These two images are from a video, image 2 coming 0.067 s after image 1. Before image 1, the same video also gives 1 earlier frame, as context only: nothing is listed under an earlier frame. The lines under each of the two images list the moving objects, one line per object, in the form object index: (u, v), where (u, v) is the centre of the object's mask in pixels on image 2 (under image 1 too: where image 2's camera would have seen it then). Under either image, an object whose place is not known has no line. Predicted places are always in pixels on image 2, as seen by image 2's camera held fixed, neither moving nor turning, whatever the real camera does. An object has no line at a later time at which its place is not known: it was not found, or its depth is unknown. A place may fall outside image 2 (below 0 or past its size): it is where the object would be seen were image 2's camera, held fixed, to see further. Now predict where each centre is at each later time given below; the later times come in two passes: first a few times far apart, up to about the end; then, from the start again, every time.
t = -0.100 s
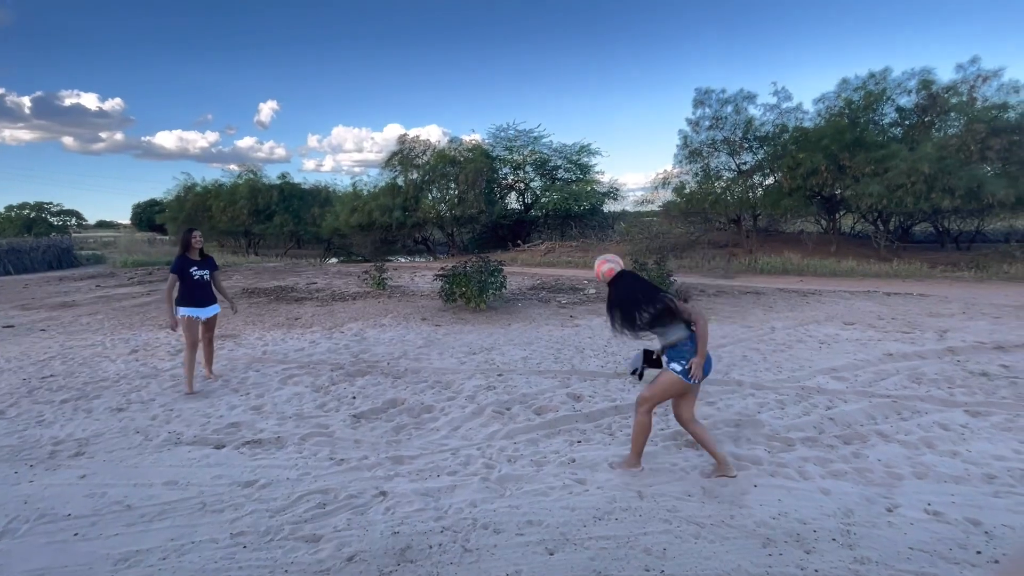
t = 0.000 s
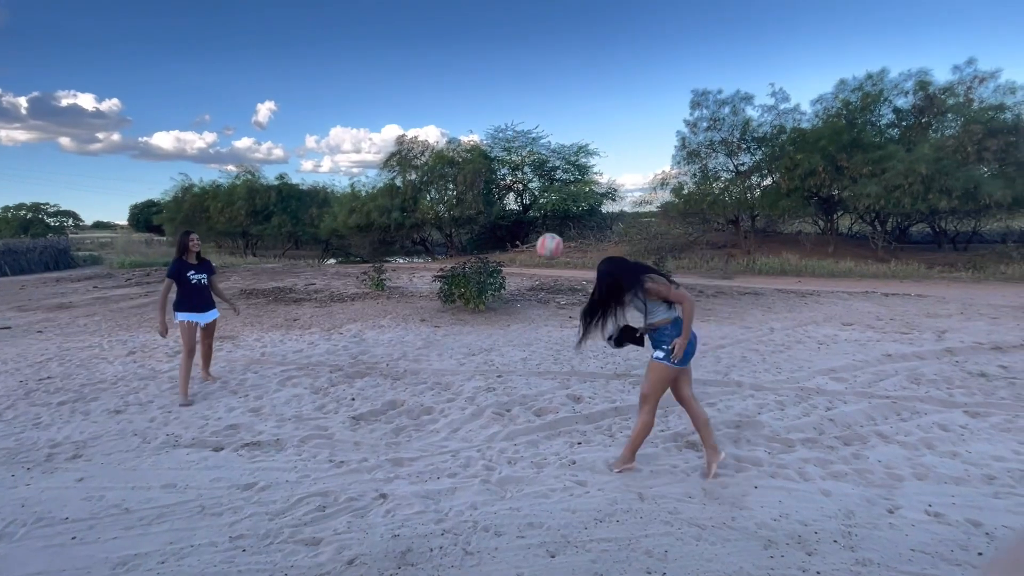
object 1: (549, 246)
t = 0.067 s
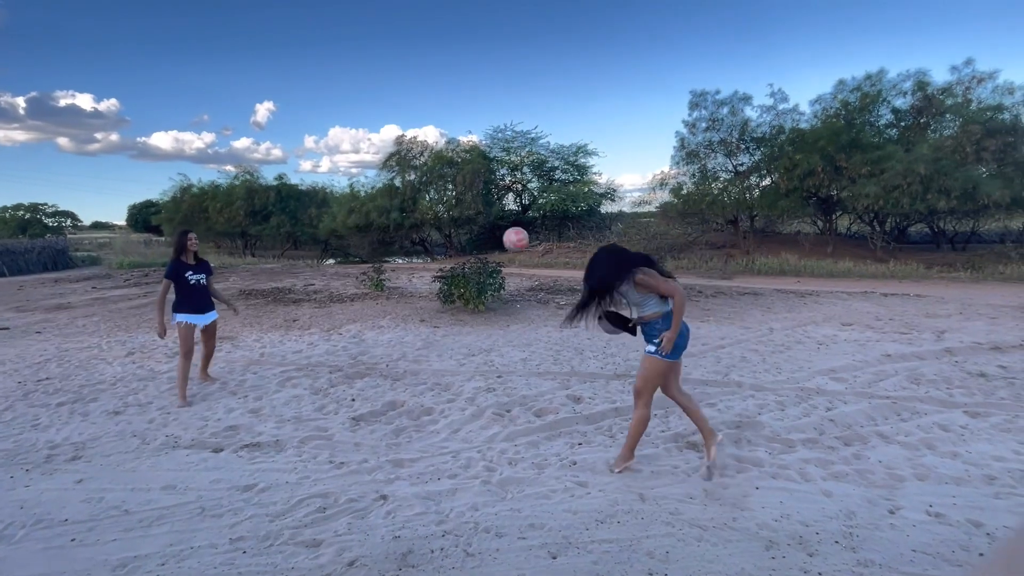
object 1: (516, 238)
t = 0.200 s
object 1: (462, 242)
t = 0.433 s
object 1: (395, 282)
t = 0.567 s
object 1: (368, 319)
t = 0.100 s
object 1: (501, 238)
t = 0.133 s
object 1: (487, 238)
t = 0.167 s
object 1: (474, 239)
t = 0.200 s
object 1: (462, 242)
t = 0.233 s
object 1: (450, 245)
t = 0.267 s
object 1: (440, 249)
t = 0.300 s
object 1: (430, 254)
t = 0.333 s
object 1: (422, 260)
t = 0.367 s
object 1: (412, 267)
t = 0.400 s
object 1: (403, 274)
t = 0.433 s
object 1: (395, 282)
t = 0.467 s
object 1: (388, 291)
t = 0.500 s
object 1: (381, 300)
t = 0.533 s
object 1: (374, 309)
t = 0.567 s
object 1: (368, 319)
